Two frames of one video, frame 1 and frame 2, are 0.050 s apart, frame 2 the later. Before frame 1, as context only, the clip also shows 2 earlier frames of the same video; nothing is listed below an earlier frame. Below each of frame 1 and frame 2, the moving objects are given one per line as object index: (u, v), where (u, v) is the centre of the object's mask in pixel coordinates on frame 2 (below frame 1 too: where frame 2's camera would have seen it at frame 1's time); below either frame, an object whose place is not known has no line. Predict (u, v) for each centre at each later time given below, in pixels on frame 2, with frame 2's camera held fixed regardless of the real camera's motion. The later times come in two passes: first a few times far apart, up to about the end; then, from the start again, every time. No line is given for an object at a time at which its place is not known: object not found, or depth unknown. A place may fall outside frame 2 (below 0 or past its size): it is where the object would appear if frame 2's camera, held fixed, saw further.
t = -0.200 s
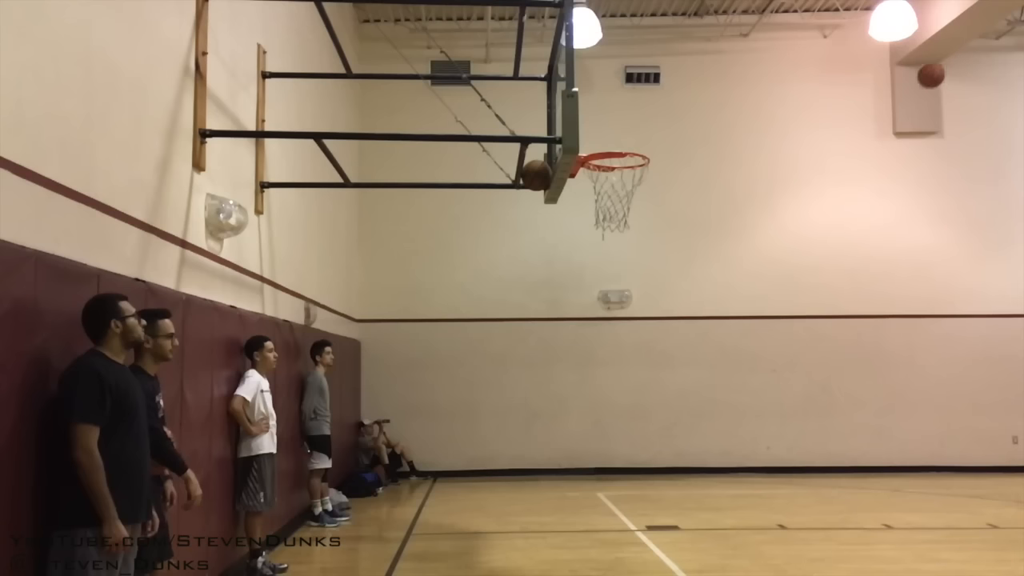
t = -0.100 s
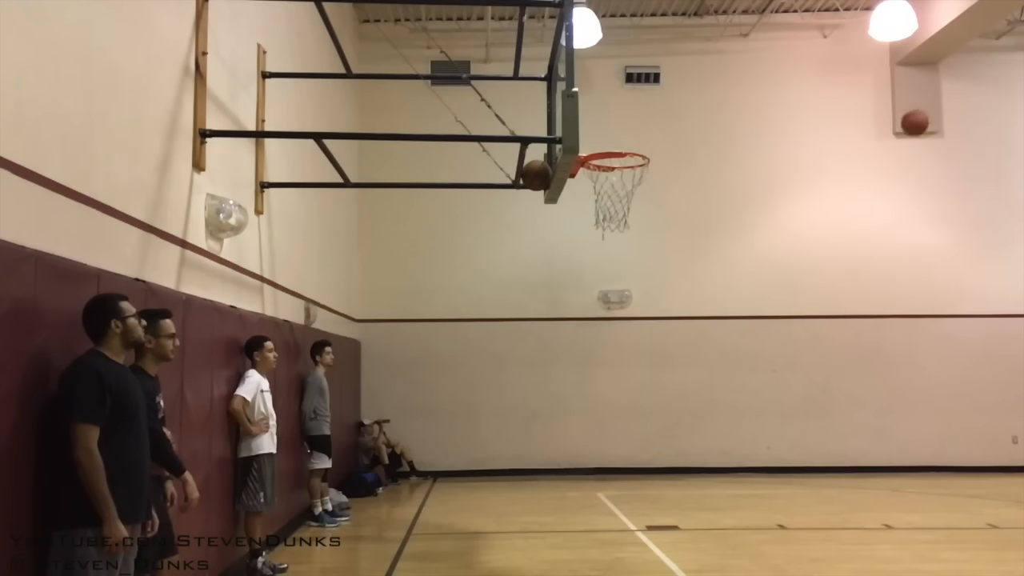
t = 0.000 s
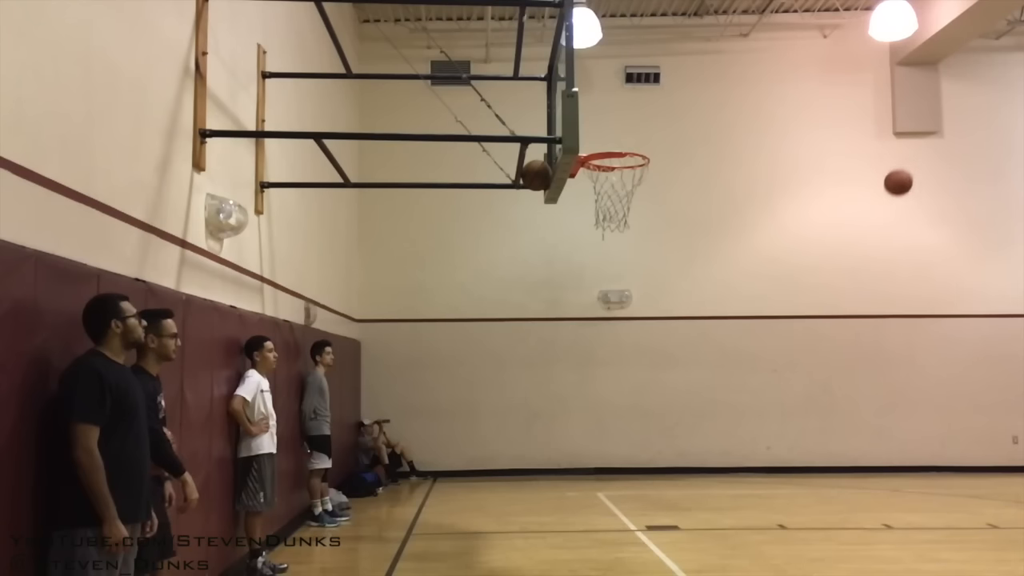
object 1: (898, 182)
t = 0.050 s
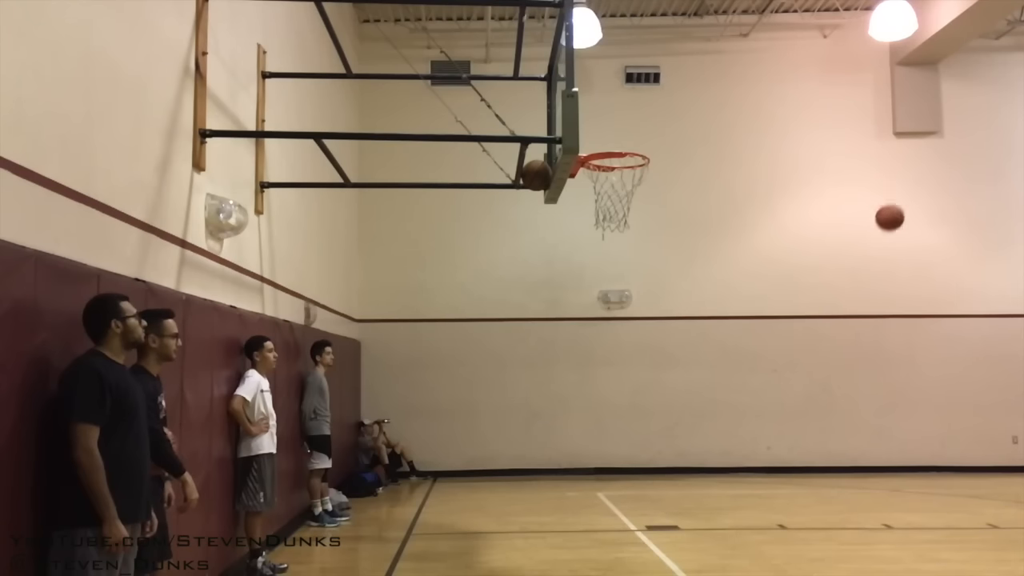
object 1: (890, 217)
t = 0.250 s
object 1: (854, 396)
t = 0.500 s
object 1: (819, 431)
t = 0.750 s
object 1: (797, 286)
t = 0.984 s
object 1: (779, 218)
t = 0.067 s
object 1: (887, 230)
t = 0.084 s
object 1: (884, 243)
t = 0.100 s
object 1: (881, 256)
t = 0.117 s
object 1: (878, 269)
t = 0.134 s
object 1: (875, 283)
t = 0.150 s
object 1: (872, 298)
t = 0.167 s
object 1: (869, 313)
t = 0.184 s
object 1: (866, 329)
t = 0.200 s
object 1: (863, 345)
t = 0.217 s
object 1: (860, 361)
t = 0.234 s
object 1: (857, 378)
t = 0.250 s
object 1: (854, 396)
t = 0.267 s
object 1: (851, 413)
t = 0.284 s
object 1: (848, 432)
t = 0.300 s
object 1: (845, 450)
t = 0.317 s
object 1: (842, 470)
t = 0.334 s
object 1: (839, 491)
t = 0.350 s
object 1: (836, 511)
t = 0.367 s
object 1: (833, 533)
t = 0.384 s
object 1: (831, 526)
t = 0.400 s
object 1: (829, 511)
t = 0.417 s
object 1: (828, 497)
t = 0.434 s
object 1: (826, 483)
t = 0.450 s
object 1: (824, 470)
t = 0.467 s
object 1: (822, 457)
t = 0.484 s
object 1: (821, 444)
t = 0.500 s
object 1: (819, 431)
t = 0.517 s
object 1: (818, 419)
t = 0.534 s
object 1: (816, 407)
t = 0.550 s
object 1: (814, 396)
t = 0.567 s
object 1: (813, 385)
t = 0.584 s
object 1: (811, 374)
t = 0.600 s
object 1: (810, 364)
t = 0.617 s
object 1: (808, 354)
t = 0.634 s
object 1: (807, 344)
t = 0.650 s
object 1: (805, 335)
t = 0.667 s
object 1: (804, 326)
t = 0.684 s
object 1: (802, 317)
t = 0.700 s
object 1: (801, 309)
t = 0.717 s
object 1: (800, 301)
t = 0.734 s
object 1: (798, 293)
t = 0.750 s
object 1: (797, 286)
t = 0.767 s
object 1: (796, 279)
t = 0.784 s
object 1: (794, 272)
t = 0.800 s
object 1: (793, 266)
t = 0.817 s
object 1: (792, 260)
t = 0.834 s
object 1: (790, 255)
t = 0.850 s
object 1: (789, 249)
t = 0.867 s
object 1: (788, 244)
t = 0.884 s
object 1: (787, 239)
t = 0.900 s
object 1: (785, 235)
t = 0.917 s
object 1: (784, 231)
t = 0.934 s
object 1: (783, 227)
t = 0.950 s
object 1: (782, 223)
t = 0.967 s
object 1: (780, 220)
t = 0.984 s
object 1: (779, 218)
